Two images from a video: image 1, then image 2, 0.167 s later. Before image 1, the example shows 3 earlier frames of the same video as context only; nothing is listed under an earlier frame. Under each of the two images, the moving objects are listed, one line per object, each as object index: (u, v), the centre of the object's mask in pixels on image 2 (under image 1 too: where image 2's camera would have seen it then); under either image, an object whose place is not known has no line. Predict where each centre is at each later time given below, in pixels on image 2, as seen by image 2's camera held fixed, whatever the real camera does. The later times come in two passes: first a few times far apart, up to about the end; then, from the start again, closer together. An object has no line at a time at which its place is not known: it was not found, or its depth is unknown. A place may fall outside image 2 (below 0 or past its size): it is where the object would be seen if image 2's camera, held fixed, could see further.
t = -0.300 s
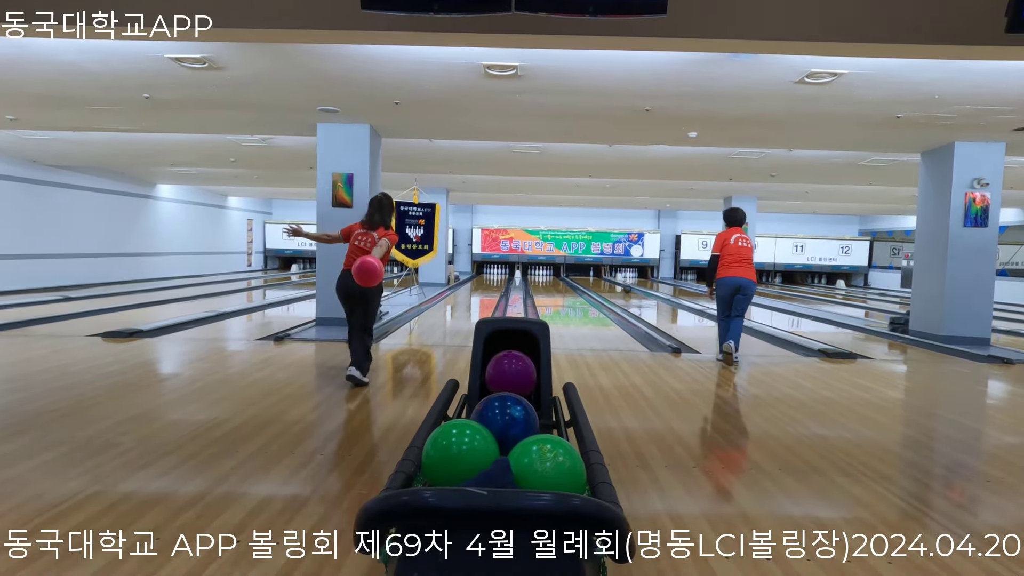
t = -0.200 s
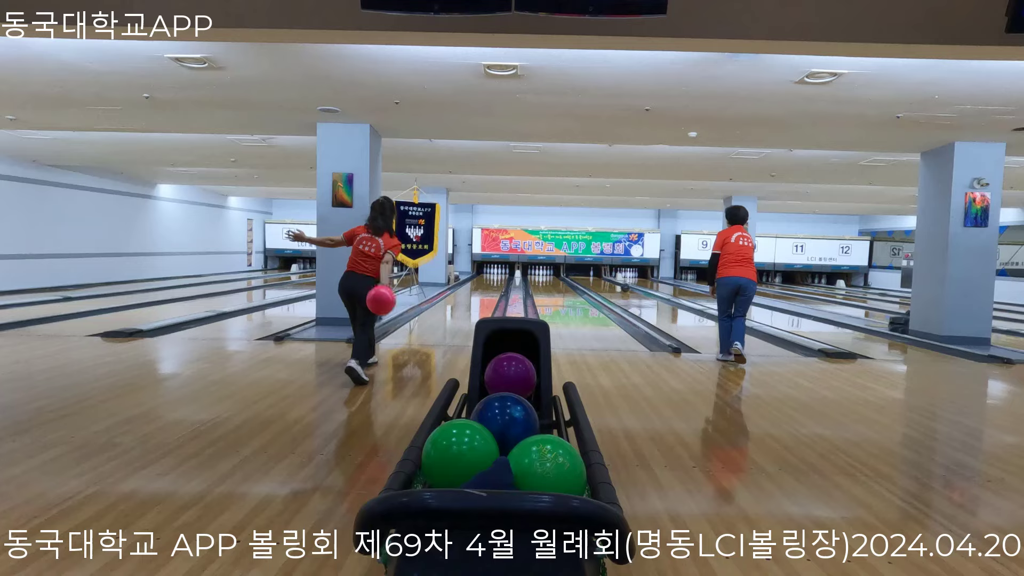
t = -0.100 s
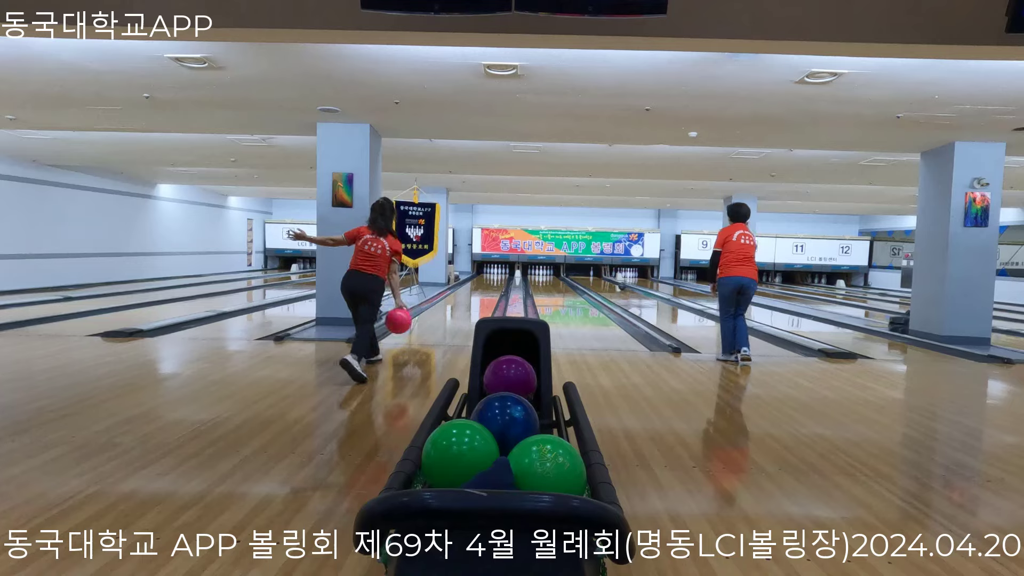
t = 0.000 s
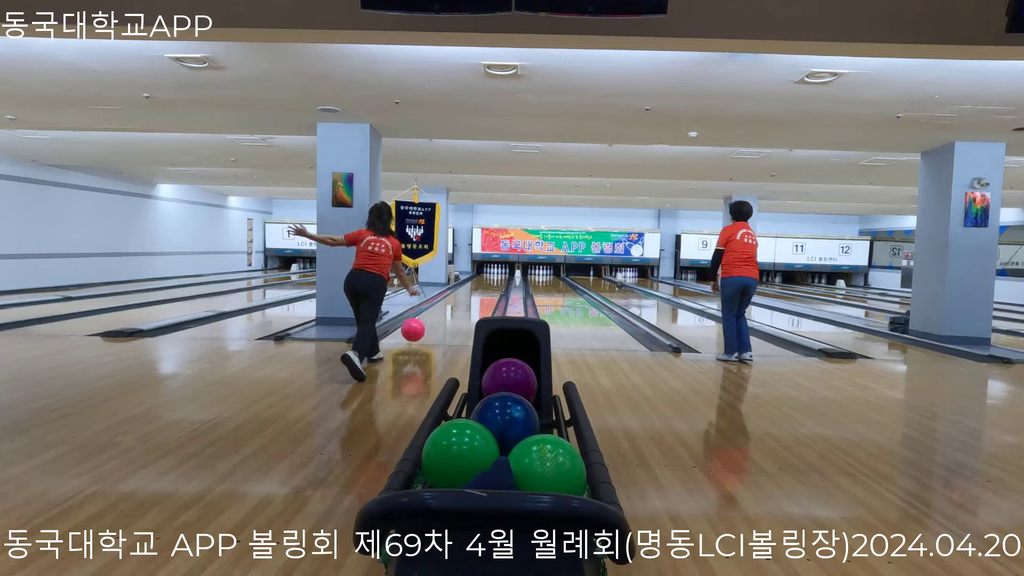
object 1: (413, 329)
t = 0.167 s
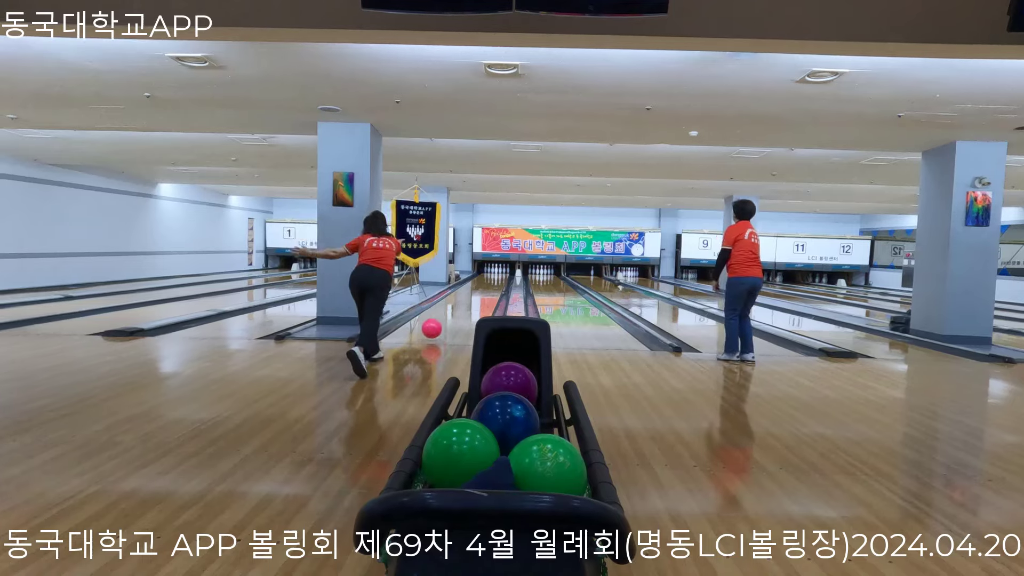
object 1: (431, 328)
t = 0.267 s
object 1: (440, 324)
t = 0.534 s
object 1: (457, 311)
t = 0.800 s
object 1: (469, 302)
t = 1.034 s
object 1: (477, 296)
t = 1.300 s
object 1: (483, 290)
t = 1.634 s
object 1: (490, 285)
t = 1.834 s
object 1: (492, 283)
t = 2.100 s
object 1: (496, 280)
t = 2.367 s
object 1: (498, 278)
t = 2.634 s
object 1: (500, 276)
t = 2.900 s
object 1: (502, 274)
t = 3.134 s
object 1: (502, 273)
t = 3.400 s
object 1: (503, 271)
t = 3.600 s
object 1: (505, 271)
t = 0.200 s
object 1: (435, 327)
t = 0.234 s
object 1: (437, 326)
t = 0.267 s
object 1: (440, 324)
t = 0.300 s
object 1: (443, 322)
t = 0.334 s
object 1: (445, 320)
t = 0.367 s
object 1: (447, 318)
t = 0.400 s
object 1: (450, 316)
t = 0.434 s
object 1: (452, 315)
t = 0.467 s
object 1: (454, 314)
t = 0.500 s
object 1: (456, 312)
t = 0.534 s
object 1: (457, 311)
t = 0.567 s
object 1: (459, 309)
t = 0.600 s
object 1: (461, 308)
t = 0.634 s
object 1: (462, 307)
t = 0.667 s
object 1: (464, 306)
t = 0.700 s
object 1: (465, 305)
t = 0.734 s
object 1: (466, 304)
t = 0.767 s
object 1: (468, 303)
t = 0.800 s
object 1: (469, 302)
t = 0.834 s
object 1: (470, 301)
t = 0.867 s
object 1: (471, 300)
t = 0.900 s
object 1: (472, 299)
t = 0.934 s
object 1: (473, 298)
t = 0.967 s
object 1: (475, 297)
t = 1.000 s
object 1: (476, 297)
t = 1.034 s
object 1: (477, 296)
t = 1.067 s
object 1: (478, 295)
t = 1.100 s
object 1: (479, 294)
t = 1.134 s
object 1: (480, 293)
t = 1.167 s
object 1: (481, 293)
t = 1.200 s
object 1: (481, 292)
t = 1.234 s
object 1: (482, 292)
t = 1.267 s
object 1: (483, 291)
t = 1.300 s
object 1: (483, 290)
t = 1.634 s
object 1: (490, 285)
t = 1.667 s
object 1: (490, 285)
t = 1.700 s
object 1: (491, 284)
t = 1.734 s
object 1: (491, 284)
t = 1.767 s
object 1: (491, 284)
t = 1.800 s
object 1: (492, 283)
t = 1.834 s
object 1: (492, 283)
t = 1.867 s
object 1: (493, 282)
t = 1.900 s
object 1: (493, 282)
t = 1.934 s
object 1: (494, 282)
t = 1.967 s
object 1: (494, 281)
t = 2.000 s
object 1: (495, 281)
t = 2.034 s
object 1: (495, 281)
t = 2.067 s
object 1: (496, 280)
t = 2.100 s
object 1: (496, 280)
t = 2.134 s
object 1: (496, 280)
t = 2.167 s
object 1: (496, 280)
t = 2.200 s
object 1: (496, 280)
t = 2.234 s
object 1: (497, 279)
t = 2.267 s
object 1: (498, 278)
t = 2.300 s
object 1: (498, 278)
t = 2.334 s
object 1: (498, 278)
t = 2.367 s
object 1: (498, 278)
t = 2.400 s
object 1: (499, 277)
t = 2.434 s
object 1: (499, 277)
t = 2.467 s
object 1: (500, 277)
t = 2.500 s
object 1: (500, 277)
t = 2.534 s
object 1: (500, 276)
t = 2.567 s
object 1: (500, 276)
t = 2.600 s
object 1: (500, 276)
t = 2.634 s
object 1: (500, 276)
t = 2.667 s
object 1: (500, 276)
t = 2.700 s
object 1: (500, 276)
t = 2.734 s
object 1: (500, 276)
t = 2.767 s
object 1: (501, 275)
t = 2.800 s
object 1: (501, 275)
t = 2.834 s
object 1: (501, 275)
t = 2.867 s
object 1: (502, 275)
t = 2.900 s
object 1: (502, 274)
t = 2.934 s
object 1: (502, 274)
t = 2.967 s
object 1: (502, 273)
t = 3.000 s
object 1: (502, 273)
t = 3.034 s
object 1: (502, 273)
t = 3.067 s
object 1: (502, 273)
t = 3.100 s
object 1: (502, 273)
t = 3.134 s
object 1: (502, 273)
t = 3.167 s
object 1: (503, 272)
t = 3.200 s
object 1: (503, 272)
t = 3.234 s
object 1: (503, 272)
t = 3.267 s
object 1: (503, 272)
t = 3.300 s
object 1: (503, 271)
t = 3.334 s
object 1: (503, 271)
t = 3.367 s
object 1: (503, 271)
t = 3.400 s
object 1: (503, 271)
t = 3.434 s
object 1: (503, 271)
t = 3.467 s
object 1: (503, 271)
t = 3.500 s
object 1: (503, 271)
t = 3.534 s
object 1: (504, 271)
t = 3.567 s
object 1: (504, 271)
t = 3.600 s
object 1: (505, 271)
